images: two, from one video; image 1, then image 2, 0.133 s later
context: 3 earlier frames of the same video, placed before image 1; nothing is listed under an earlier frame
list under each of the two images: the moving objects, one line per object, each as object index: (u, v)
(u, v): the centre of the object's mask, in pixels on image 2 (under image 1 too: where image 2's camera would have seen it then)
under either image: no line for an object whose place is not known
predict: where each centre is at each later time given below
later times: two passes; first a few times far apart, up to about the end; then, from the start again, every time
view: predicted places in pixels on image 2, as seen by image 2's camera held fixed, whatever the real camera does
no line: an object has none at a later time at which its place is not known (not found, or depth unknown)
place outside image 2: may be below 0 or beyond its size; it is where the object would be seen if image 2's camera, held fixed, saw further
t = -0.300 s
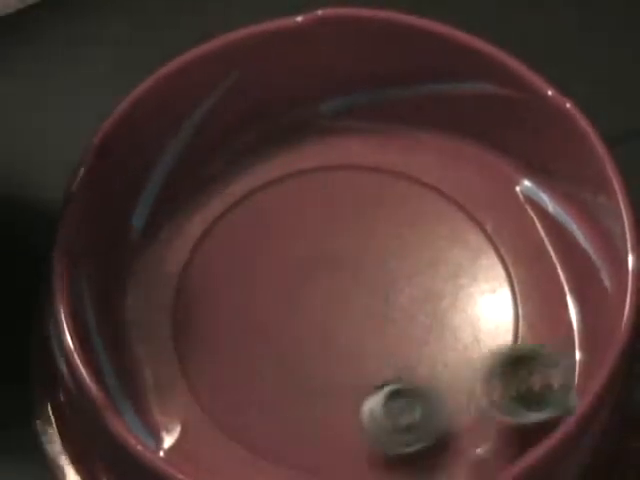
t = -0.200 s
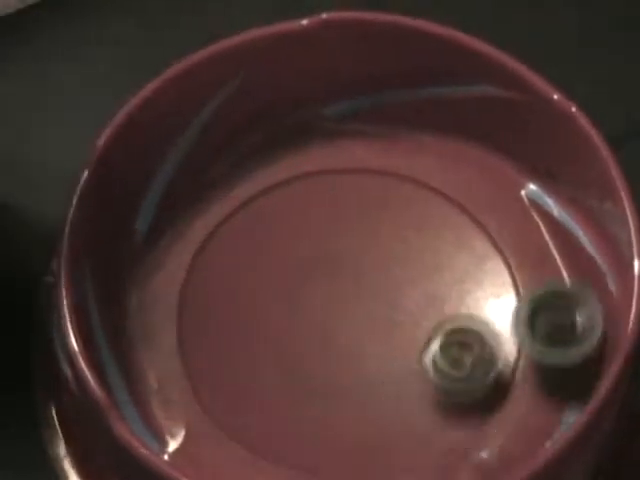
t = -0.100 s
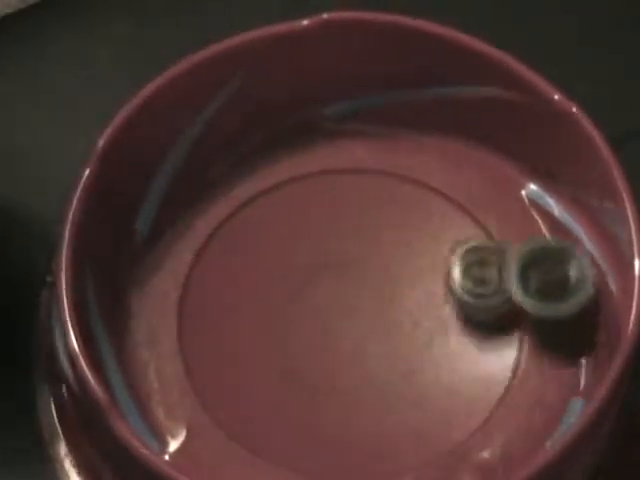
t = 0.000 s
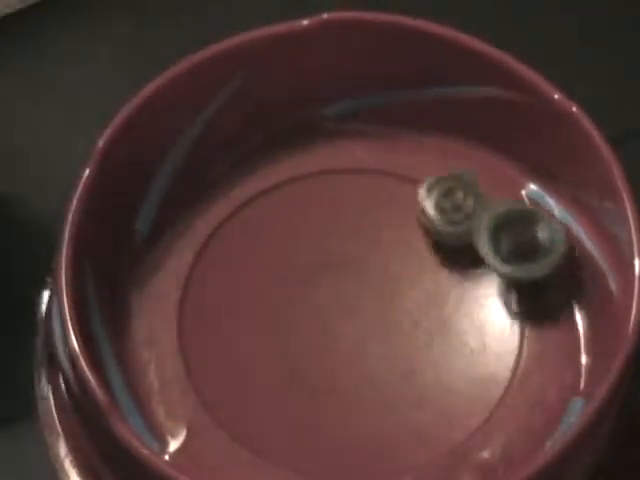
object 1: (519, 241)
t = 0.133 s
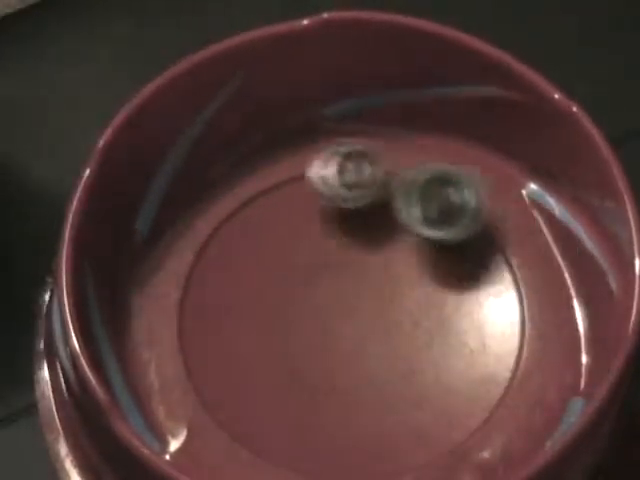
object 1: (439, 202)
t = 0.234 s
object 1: (354, 195)
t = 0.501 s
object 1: (209, 317)
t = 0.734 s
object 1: (303, 436)
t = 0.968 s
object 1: (461, 373)
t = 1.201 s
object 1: (422, 218)
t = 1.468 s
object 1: (247, 207)
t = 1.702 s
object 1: (237, 345)
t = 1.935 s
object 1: (405, 393)
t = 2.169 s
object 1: (490, 269)
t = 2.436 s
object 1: (360, 189)
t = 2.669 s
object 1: (259, 297)
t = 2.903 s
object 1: (342, 418)
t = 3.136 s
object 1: (480, 370)
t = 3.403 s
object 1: (408, 236)
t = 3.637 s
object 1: (260, 255)
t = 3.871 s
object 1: (246, 371)
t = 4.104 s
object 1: (387, 398)
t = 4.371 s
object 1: (441, 263)
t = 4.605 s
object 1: (329, 198)
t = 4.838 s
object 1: (256, 289)
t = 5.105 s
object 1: (374, 381)
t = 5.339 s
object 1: (474, 308)
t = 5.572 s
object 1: (398, 226)
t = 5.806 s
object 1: (291, 290)
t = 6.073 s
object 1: (332, 393)
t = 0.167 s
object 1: (411, 197)
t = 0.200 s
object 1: (384, 193)
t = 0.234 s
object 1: (354, 195)
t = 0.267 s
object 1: (327, 199)
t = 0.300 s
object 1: (301, 207)
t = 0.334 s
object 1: (278, 218)
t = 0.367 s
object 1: (256, 233)
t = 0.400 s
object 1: (238, 250)
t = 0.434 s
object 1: (225, 271)
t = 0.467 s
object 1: (214, 293)
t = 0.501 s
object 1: (209, 317)
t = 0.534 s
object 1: (208, 341)
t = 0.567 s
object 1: (212, 364)
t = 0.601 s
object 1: (222, 385)
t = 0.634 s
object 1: (237, 401)
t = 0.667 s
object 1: (258, 417)
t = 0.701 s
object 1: (280, 429)
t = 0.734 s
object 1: (303, 436)
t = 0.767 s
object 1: (328, 439)
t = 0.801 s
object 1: (354, 439)
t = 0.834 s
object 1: (381, 436)
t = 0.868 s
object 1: (405, 426)
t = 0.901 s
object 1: (429, 411)
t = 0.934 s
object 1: (449, 394)
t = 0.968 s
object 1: (461, 373)
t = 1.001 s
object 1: (469, 350)
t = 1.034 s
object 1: (473, 326)
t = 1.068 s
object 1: (473, 300)
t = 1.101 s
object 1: (467, 277)
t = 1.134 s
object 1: (456, 254)
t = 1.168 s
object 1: (441, 234)
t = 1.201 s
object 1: (422, 218)
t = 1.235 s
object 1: (402, 203)
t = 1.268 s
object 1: (379, 192)
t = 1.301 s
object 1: (357, 184)
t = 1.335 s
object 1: (333, 179)
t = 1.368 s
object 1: (308, 182)
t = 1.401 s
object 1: (286, 186)
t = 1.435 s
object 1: (265, 195)
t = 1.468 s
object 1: (247, 207)
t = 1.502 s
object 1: (231, 224)
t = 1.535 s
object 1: (222, 240)
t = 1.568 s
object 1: (215, 260)
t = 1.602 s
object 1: (215, 284)
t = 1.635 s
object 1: (217, 304)
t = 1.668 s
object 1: (224, 326)
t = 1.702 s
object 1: (237, 345)
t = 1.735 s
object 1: (254, 364)
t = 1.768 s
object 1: (276, 378)
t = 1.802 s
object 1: (300, 389)
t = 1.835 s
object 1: (326, 396)
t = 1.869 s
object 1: (352, 400)
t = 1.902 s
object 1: (380, 400)
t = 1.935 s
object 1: (405, 393)
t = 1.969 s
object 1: (431, 382)
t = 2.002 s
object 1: (453, 368)
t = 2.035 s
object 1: (465, 353)
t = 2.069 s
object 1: (481, 334)
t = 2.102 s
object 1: (488, 313)
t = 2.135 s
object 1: (491, 291)
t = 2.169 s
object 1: (490, 269)
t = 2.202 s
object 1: (485, 249)
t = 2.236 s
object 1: (476, 231)
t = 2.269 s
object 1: (462, 214)
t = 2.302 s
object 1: (445, 202)
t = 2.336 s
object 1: (425, 192)
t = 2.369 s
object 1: (404, 186)
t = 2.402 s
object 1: (382, 186)
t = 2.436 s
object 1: (360, 189)
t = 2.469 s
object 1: (337, 196)
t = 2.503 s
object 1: (317, 205)
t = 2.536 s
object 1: (299, 218)
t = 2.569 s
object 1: (283, 236)
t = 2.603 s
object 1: (271, 255)
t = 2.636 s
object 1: (264, 275)
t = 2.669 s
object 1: (259, 297)
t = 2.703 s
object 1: (259, 320)
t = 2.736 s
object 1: (264, 339)
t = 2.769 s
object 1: (272, 360)
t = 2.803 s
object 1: (285, 380)
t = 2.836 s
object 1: (301, 396)
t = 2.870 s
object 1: (320, 408)
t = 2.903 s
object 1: (342, 418)
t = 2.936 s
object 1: (365, 423)
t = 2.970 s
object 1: (389, 425)
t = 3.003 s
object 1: (412, 422)
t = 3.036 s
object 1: (435, 413)
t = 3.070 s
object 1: (454, 402)
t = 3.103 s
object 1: (469, 387)
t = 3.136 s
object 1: (480, 370)
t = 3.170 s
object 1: (486, 351)
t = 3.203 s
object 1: (487, 332)
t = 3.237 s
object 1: (485, 312)
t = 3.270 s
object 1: (478, 293)
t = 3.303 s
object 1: (469, 276)
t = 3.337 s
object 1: (452, 259)
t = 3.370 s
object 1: (431, 247)
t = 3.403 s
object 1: (408, 236)
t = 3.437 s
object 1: (387, 228)
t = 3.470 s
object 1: (363, 225)
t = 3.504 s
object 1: (340, 225)
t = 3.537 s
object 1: (318, 227)
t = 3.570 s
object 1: (297, 233)
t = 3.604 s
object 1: (277, 243)
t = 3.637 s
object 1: (260, 255)
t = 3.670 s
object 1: (246, 270)
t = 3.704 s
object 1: (236, 286)
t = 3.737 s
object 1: (229, 302)
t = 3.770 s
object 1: (227, 320)
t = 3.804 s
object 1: (229, 337)
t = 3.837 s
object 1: (234, 354)
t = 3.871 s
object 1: (246, 371)
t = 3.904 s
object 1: (259, 385)
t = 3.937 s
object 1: (277, 397)
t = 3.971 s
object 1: (297, 406)
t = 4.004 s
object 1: (319, 409)
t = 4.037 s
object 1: (341, 410)
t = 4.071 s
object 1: (364, 405)
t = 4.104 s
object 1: (387, 398)
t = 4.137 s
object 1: (406, 388)
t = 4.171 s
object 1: (421, 374)
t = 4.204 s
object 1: (434, 358)
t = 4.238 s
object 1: (444, 338)
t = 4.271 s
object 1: (449, 318)
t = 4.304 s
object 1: (450, 299)
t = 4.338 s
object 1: (448, 280)
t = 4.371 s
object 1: (441, 263)
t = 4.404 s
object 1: (429, 245)
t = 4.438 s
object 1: (417, 229)
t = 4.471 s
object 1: (401, 216)
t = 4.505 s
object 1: (385, 207)
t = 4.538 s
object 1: (368, 201)
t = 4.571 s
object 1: (347, 198)
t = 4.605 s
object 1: (329, 198)
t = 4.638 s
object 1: (311, 202)
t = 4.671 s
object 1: (296, 209)
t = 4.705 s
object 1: (278, 221)
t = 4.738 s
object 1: (267, 234)
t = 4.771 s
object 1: (260, 252)
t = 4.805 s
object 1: (256, 270)
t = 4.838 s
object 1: (256, 289)
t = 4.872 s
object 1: (260, 307)
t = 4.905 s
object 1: (269, 325)
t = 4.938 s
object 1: (281, 340)
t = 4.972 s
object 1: (295, 354)
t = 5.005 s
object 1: (312, 365)
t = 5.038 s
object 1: (332, 375)
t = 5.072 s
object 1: (352, 379)
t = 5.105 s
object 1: (374, 381)
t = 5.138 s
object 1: (396, 378)
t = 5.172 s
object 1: (415, 372)
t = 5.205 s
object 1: (433, 364)
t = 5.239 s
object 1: (450, 353)
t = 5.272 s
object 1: (462, 340)
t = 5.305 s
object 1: (469, 326)
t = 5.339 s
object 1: (474, 308)
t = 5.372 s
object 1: (474, 292)
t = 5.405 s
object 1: (470, 277)
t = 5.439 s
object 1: (463, 260)
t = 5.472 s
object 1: (450, 247)
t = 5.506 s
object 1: (434, 237)
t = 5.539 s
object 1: (416, 229)
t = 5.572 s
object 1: (398, 226)
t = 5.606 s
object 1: (378, 227)
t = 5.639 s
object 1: (360, 230)
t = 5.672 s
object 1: (341, 237)
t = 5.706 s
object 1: (325, 247)
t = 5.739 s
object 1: (311, 260)
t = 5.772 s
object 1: (299, 274)
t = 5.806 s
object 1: (291, 290)
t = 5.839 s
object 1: (286, 305)
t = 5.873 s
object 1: (286, 322)
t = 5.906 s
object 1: (287, 337)
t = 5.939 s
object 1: (292, 351)
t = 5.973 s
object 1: (298, 365)
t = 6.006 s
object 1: (307, 376)
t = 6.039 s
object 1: (318, 385)
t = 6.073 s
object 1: (332, 393)
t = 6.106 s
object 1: (348, 398)
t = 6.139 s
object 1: (364, 401)
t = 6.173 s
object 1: (381, 398)
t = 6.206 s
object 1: (398, 392)
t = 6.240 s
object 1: (413, 383)
